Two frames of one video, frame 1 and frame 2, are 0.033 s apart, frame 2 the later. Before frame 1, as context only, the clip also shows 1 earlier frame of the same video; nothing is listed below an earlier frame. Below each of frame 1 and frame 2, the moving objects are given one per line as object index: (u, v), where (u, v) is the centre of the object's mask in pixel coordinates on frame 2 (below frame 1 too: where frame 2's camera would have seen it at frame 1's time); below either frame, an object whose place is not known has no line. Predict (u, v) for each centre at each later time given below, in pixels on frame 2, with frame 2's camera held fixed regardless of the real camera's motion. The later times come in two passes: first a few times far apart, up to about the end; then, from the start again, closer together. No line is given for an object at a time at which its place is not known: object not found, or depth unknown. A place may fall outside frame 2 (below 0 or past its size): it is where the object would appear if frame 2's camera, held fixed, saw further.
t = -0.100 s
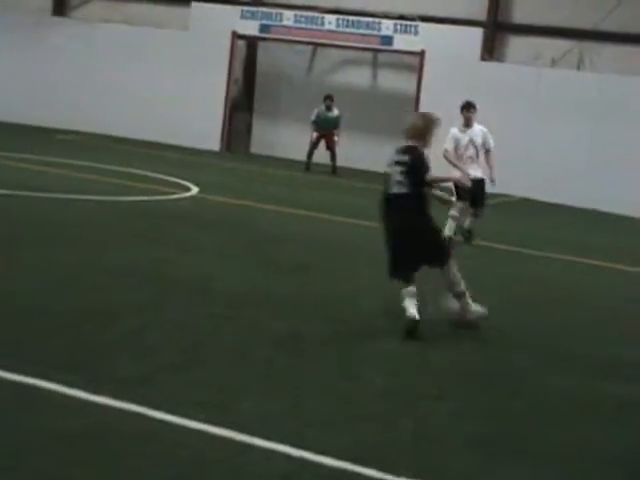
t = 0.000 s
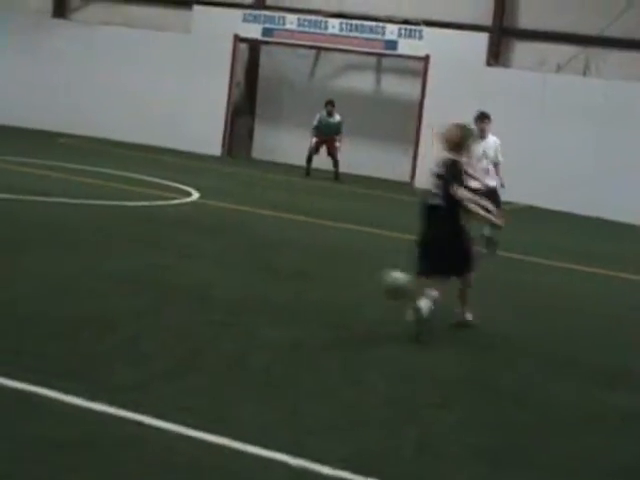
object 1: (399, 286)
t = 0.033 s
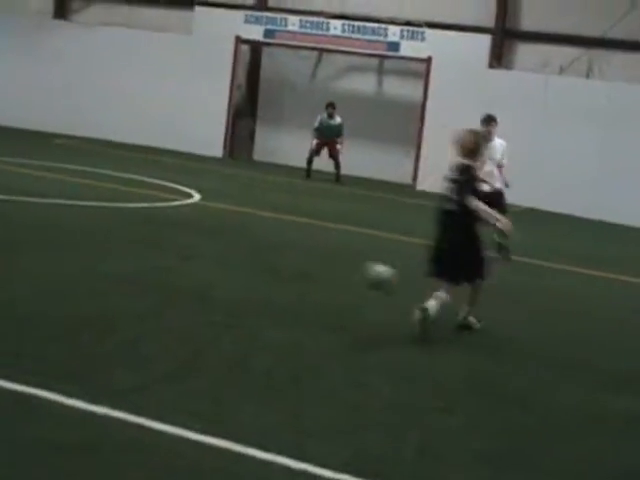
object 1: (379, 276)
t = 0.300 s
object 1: (276, 222)
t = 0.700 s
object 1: (194, 183)
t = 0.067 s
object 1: (362, 268)
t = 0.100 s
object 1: (347, 259)
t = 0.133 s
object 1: (334, 251)
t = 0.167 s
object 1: (320, 245)
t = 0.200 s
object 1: (307, 239)
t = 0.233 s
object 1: (295, 234)
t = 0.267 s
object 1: (286, 227)
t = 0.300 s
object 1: (276, 222)
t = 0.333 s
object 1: (266, 218)
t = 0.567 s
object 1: (214, 193)
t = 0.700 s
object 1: (194, 183)
